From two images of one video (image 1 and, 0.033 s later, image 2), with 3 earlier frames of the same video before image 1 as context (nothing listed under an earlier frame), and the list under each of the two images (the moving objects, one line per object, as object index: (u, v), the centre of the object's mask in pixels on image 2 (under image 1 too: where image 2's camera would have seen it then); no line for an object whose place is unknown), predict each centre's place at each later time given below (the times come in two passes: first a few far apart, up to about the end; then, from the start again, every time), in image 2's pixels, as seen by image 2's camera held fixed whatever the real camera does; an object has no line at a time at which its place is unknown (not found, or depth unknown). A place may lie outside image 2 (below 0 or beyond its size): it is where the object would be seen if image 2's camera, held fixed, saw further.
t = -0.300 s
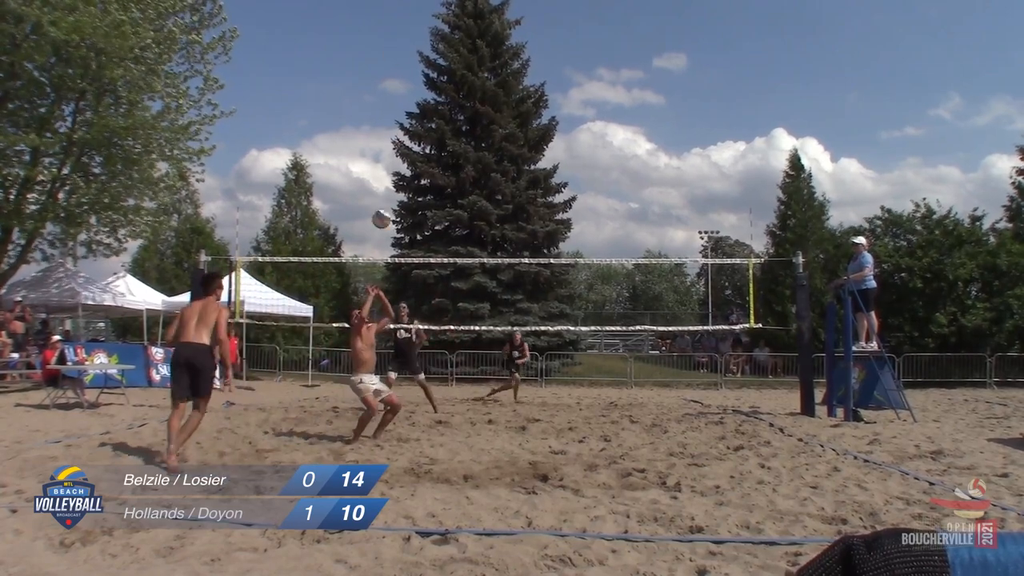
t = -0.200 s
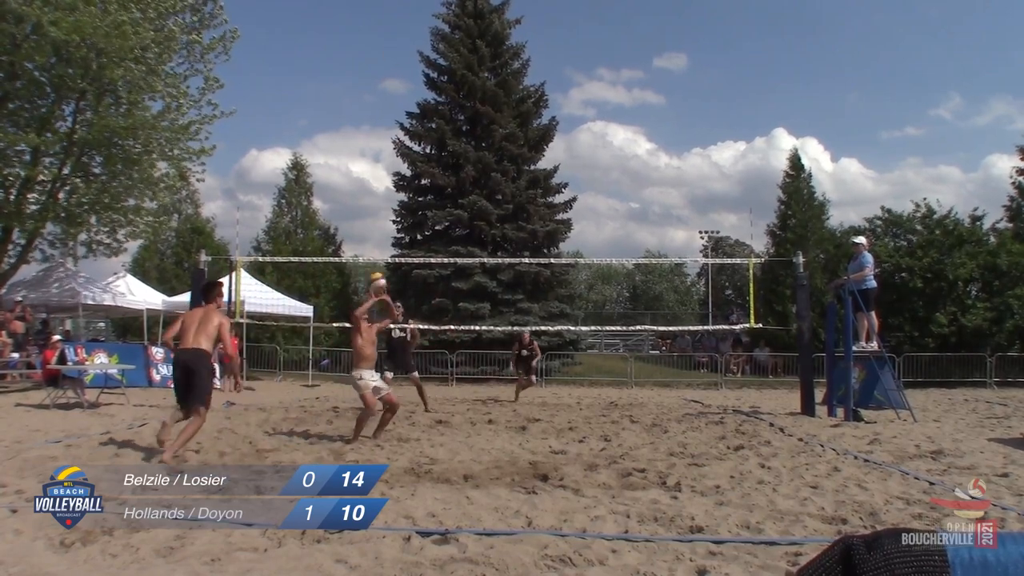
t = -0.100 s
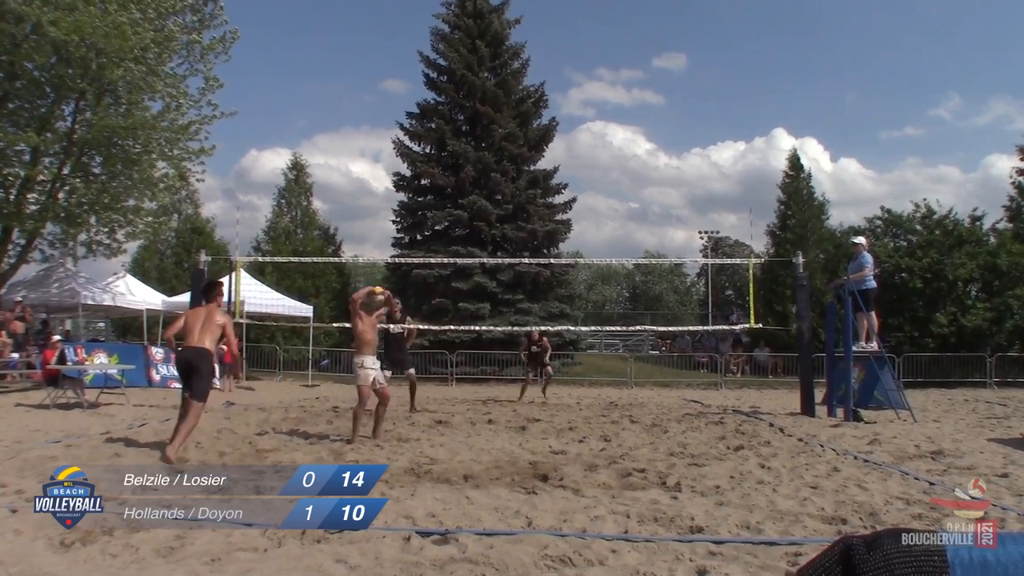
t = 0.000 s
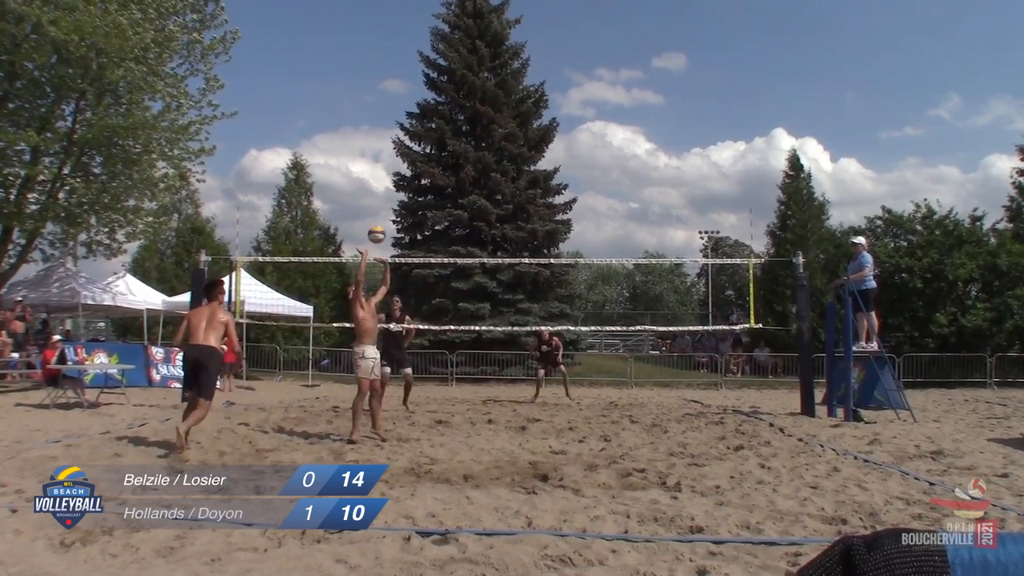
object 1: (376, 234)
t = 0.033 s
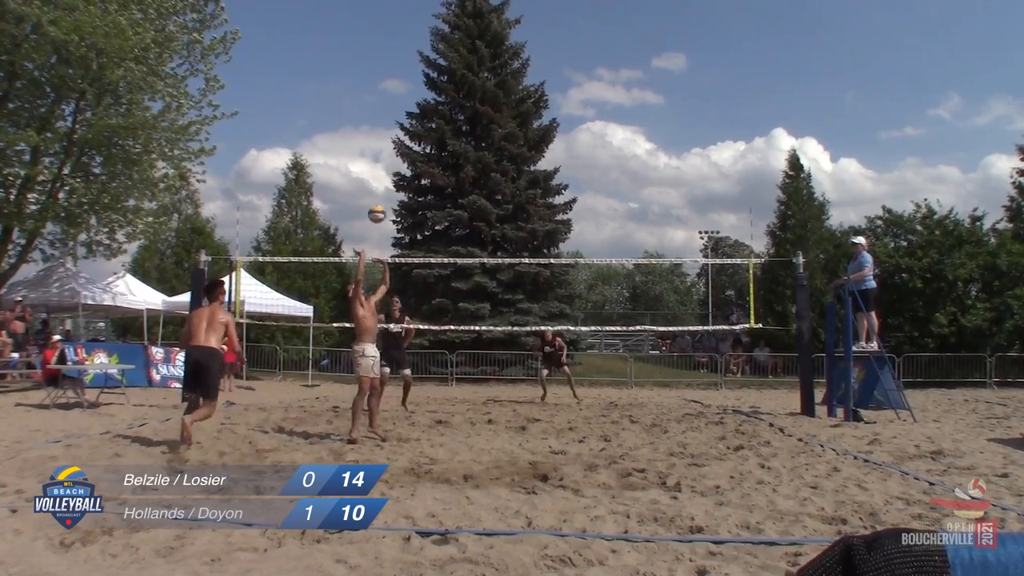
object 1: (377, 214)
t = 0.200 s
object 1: (376, 128)
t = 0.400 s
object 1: (374, 59)
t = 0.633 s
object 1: (370, 21)
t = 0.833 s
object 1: (365, 18)
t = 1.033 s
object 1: (359, 41)
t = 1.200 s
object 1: (352, 80)
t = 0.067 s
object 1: (377, 194)
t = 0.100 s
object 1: (377, 176)
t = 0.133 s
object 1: (377, 159)
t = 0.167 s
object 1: (377, 143)
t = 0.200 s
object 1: (376, 128)
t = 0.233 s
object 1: (376, 114)
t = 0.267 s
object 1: (376, 101)
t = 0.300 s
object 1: (375, 89)
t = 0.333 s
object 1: (375, 78)
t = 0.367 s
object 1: (375, 69)
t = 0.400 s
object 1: (374, 59)
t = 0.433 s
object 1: (374, 52)
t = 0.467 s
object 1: (373, 44)
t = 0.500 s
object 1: (373, 38)
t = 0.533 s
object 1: (372, 33)
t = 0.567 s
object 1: (372, 28)
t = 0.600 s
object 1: (371, 24)
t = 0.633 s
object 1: (370, 21)
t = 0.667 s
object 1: (369, 18)
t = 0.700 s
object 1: (369, 17)
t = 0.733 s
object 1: (368, 16)
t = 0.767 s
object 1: (367, 16)
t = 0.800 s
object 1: (366, 16)
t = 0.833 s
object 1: (365, 18)
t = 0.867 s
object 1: (364, 20)
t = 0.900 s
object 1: (363, 22)
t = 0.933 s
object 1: (362, 26)
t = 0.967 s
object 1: (361, 30)
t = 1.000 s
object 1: (360, 35)
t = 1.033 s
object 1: (359, 41)
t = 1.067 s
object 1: (358, 47)
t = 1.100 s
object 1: (356, 55)
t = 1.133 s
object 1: (355, 63)
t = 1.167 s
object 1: (354, 71)
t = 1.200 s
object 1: (352, 80)
